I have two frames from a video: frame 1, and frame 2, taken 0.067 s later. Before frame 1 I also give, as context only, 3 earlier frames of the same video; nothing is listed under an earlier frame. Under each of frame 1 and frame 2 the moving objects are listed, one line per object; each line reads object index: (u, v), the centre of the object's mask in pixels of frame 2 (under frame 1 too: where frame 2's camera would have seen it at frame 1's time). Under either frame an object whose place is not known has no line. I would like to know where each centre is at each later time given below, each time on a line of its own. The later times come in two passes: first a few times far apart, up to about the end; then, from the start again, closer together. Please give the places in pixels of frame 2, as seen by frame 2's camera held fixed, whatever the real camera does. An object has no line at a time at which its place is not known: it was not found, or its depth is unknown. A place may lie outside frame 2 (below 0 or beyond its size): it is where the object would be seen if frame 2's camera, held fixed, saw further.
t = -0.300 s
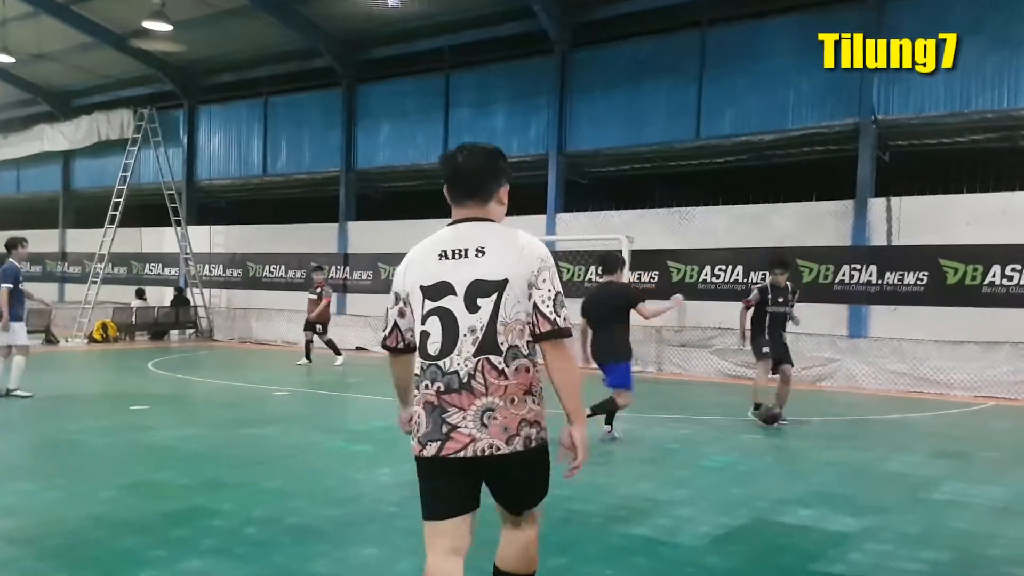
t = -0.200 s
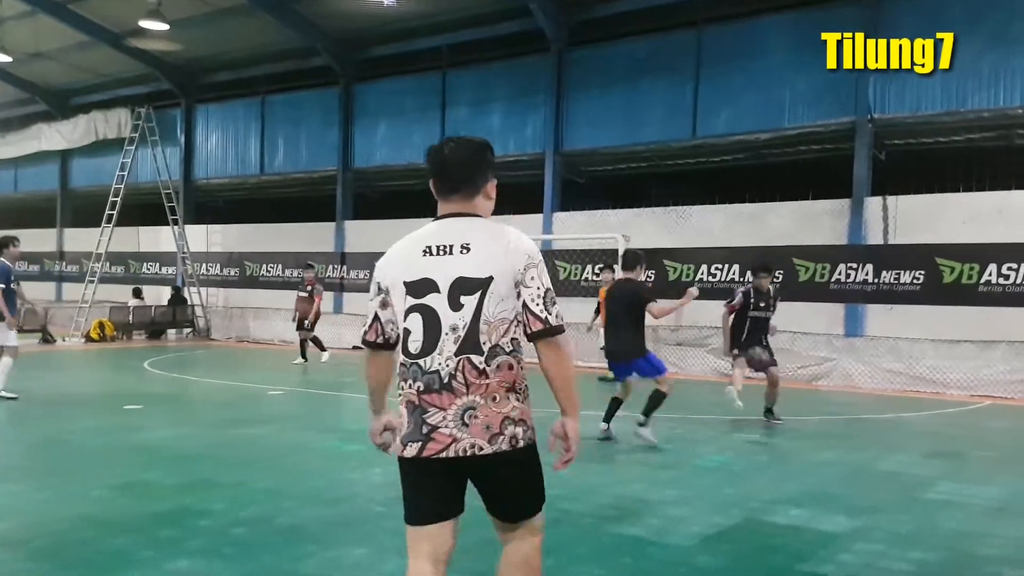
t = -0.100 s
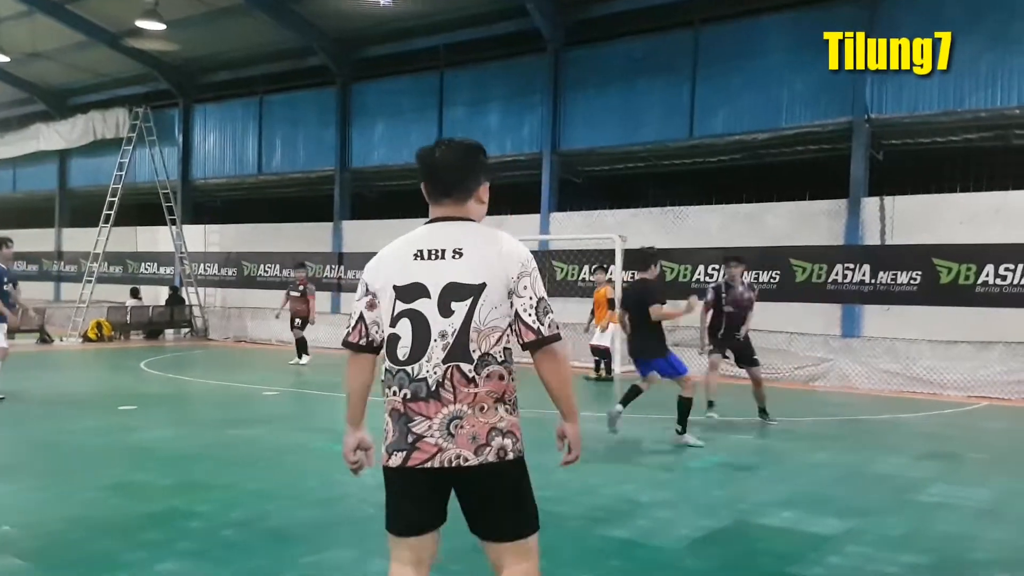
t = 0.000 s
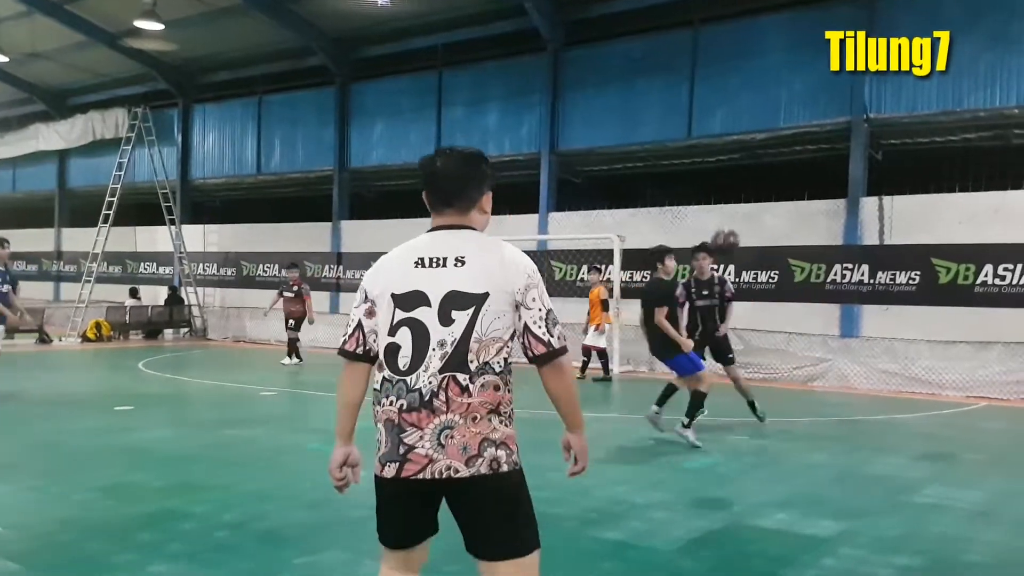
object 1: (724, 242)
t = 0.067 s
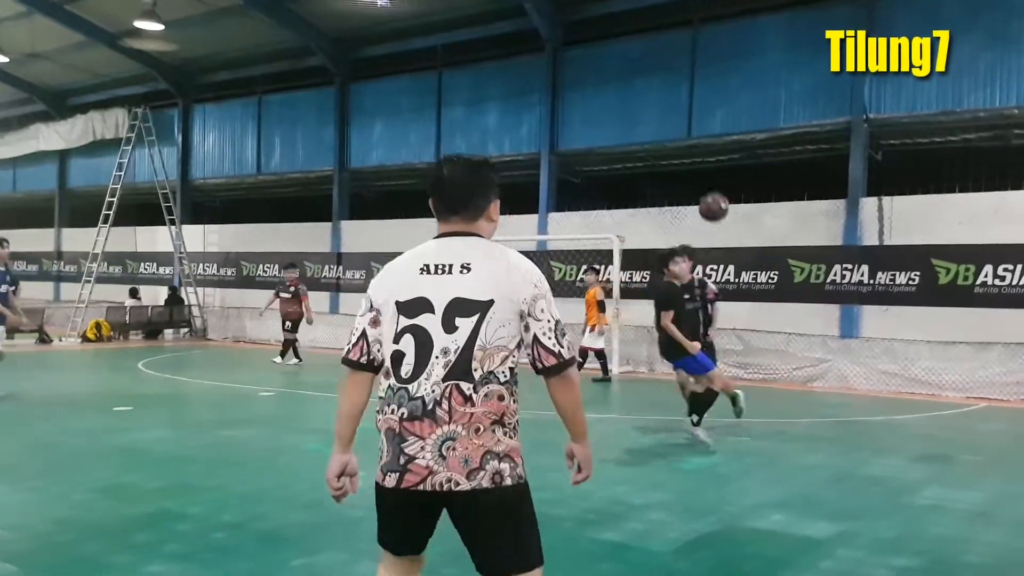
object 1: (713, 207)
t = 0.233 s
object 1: (682, 133)
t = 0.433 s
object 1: (622, 77)
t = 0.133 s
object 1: (701, 176)
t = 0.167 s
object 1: (695, 160)
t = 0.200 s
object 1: (690, 145)
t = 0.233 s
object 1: (682, 133)
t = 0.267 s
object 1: (673, 121)
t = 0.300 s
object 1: (664, 109)
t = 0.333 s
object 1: (654, 99)
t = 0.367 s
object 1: (645, 89)
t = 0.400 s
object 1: (633, 82)
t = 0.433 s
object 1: (622, 77)
